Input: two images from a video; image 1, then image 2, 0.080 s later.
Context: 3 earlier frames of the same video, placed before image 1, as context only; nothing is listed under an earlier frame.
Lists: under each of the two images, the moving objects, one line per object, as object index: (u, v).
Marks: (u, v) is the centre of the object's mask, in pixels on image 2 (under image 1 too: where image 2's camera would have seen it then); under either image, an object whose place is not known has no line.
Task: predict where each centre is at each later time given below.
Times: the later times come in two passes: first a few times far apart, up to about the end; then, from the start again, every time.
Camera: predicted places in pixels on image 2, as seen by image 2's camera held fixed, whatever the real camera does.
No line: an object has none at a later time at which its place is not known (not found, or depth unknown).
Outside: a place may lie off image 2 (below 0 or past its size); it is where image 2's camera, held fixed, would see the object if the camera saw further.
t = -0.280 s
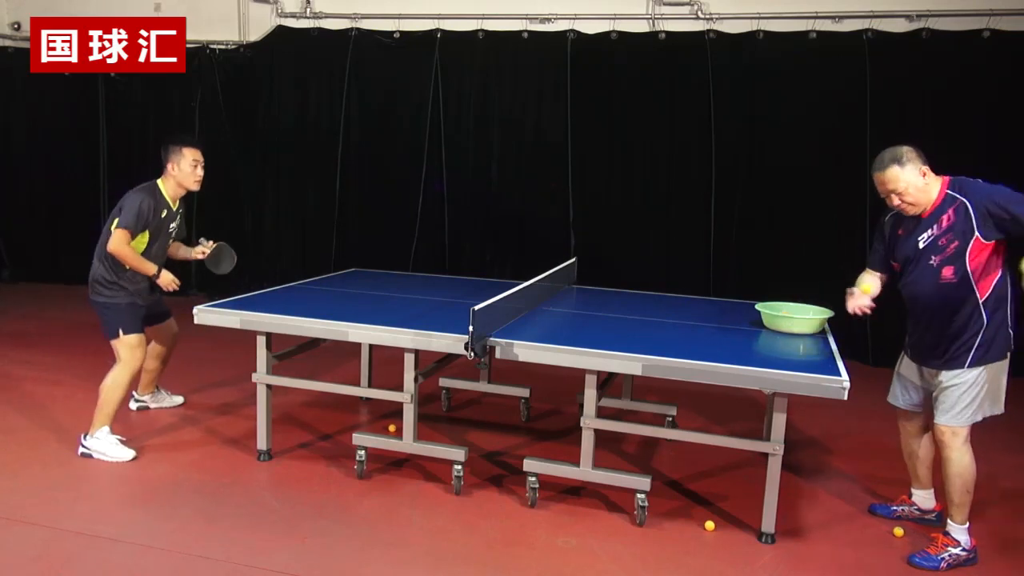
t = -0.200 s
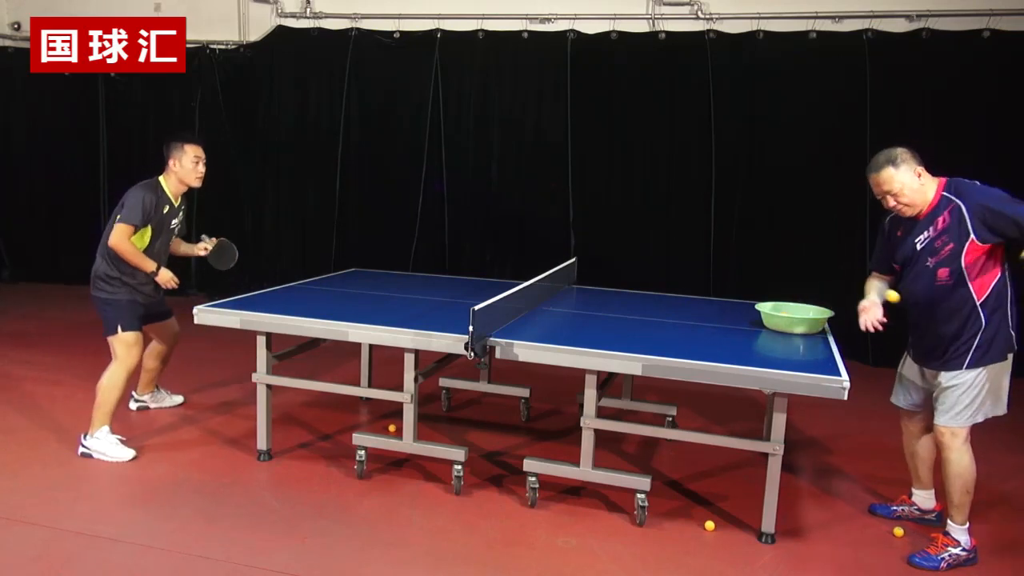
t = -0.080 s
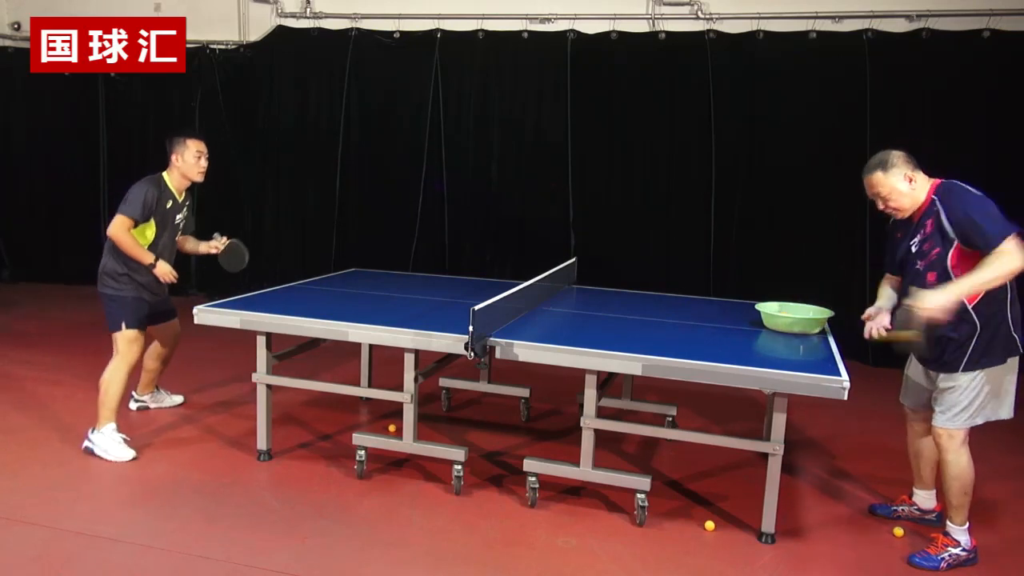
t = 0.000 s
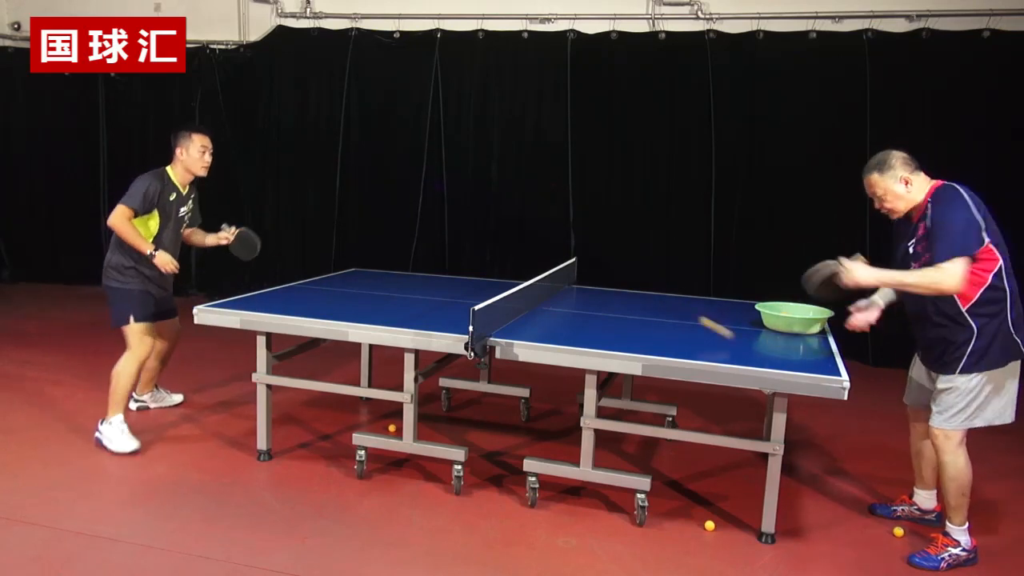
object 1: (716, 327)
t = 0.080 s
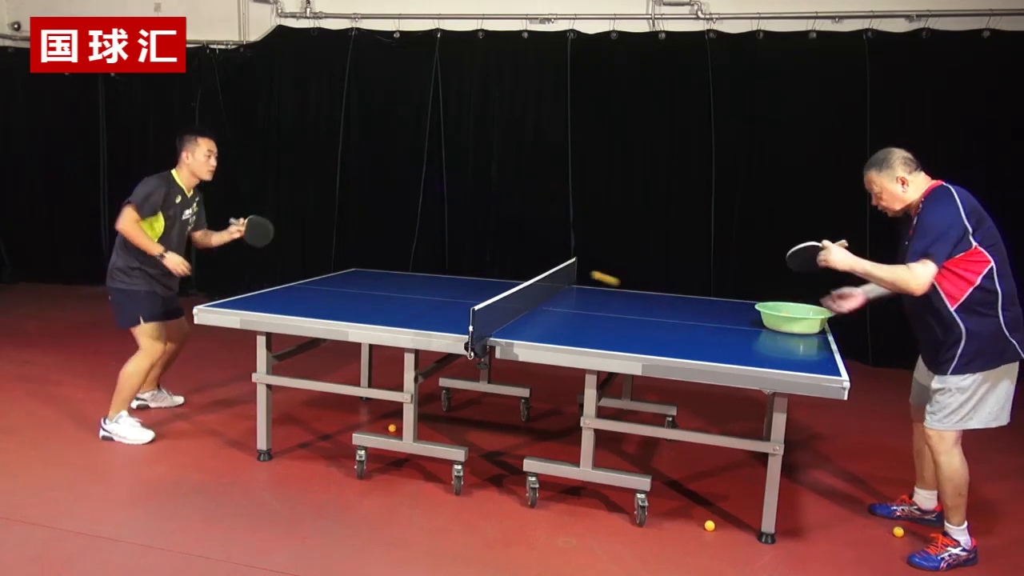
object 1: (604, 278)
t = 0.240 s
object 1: (451, 254)
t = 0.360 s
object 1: (376, 263)
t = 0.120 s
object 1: (559, 264)
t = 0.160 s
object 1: (519, 257)
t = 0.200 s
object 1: (482, 252)
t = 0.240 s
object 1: (451, 254)
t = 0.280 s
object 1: (423, 259)
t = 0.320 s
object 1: (398, 266)
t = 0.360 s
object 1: (376, 263)
